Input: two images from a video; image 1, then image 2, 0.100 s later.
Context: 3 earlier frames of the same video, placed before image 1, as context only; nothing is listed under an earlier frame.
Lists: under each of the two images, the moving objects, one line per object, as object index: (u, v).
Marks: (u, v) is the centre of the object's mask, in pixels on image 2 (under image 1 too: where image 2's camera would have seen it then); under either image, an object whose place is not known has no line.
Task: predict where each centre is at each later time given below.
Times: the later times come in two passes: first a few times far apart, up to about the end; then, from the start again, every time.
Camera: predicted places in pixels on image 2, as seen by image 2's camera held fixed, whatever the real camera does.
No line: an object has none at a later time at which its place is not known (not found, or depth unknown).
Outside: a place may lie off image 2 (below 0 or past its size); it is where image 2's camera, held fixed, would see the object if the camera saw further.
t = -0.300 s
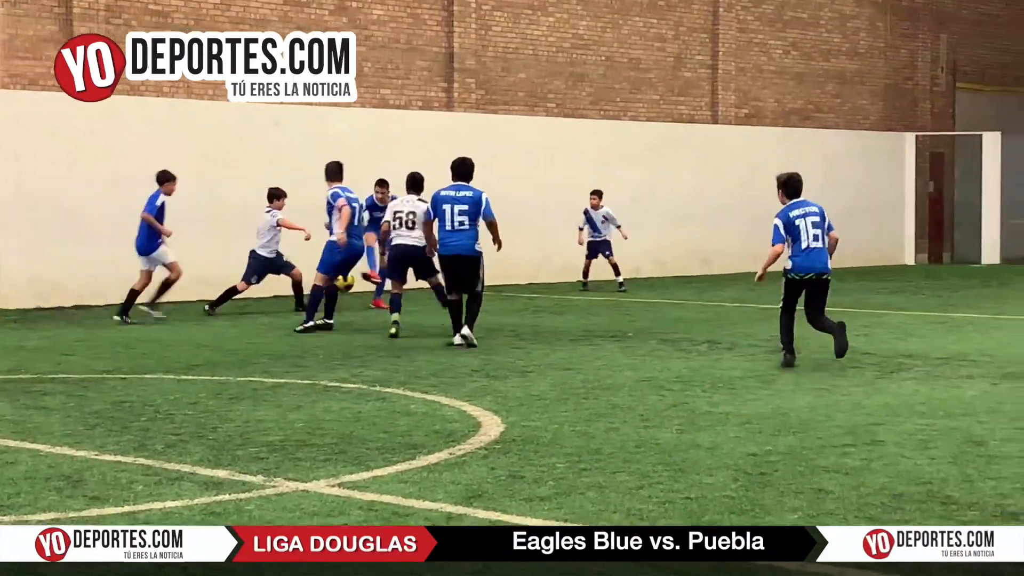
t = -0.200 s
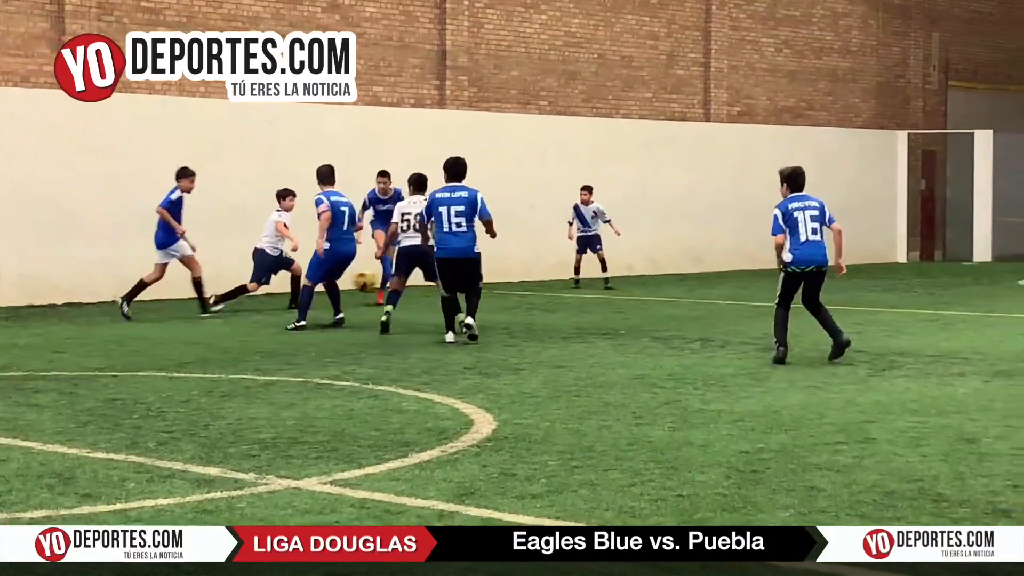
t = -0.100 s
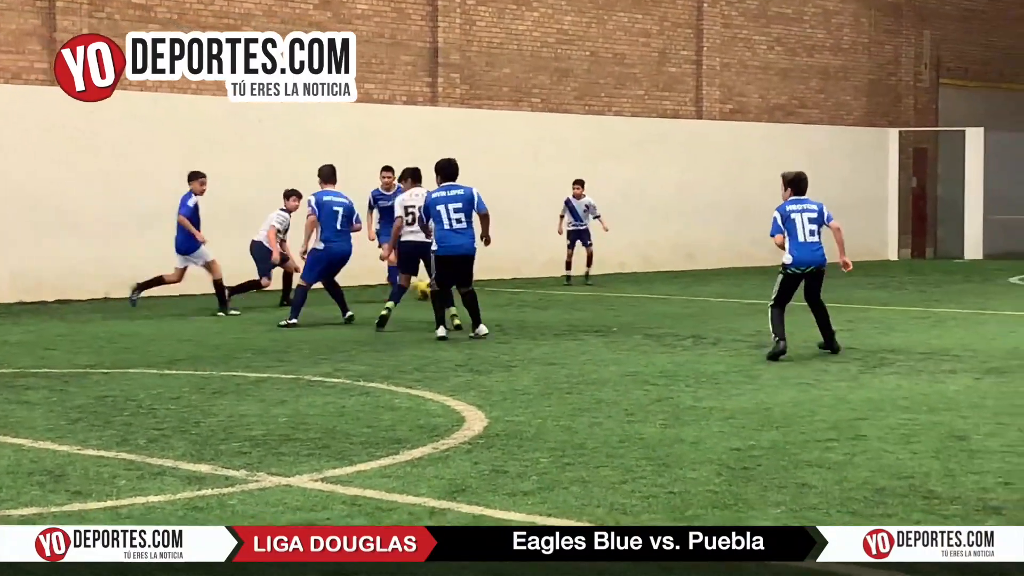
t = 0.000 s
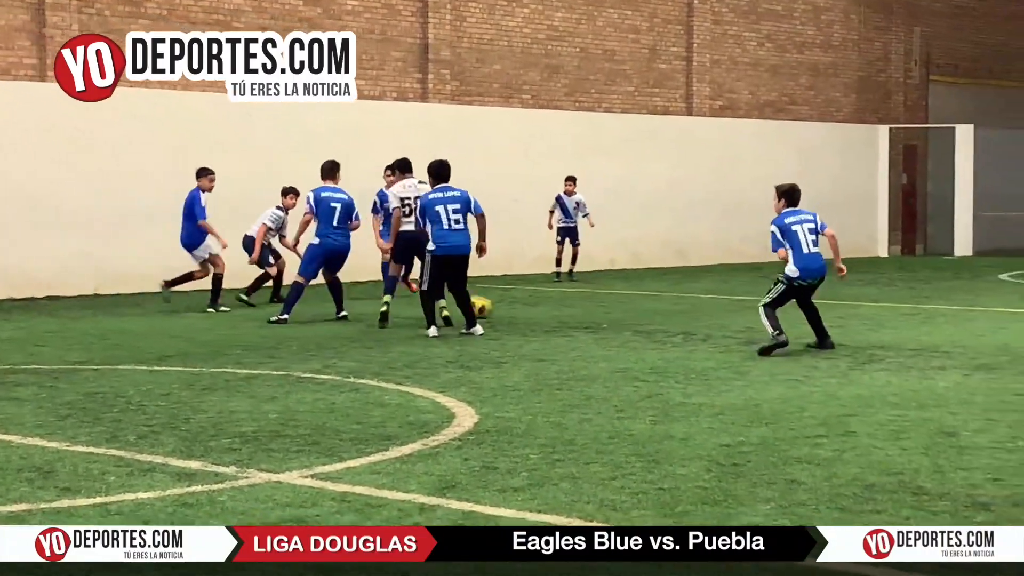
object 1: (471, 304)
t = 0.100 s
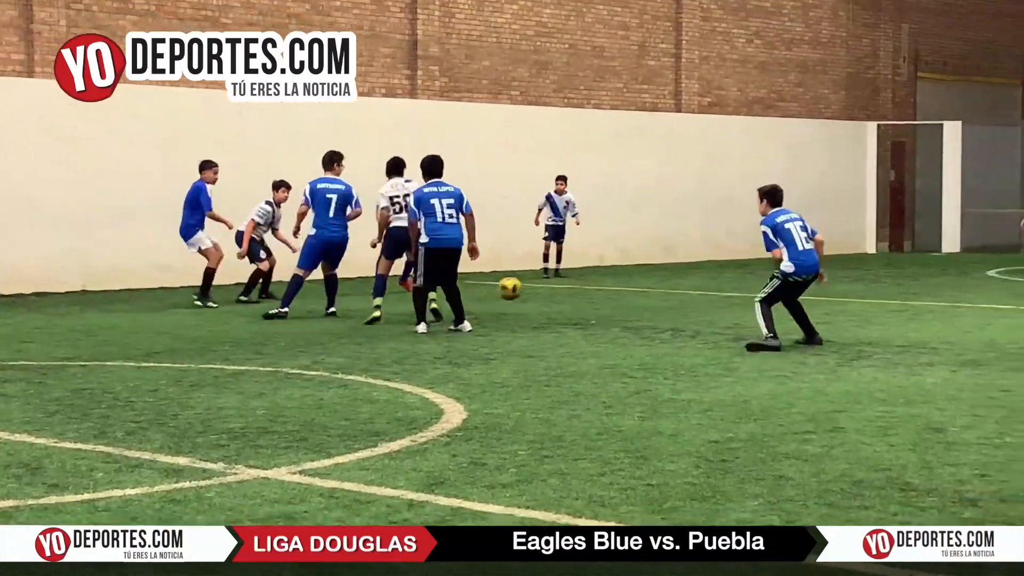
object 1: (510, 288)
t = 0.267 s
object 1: (572, 282)
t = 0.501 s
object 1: (659, 295)
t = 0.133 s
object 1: (523, 285)
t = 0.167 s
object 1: (534, 282)
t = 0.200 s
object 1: (548, 281)
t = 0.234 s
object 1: (560, 281)
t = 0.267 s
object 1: (572, 282)
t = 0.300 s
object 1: (584, 285)
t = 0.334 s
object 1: (598, 287)
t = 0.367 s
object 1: (610, 290)
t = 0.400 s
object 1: (622, 296)
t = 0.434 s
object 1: (633, 303)
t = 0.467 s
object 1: (646, 300)
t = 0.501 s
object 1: (659, 295)
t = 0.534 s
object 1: (672, 292)
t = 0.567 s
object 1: (683, 290)
